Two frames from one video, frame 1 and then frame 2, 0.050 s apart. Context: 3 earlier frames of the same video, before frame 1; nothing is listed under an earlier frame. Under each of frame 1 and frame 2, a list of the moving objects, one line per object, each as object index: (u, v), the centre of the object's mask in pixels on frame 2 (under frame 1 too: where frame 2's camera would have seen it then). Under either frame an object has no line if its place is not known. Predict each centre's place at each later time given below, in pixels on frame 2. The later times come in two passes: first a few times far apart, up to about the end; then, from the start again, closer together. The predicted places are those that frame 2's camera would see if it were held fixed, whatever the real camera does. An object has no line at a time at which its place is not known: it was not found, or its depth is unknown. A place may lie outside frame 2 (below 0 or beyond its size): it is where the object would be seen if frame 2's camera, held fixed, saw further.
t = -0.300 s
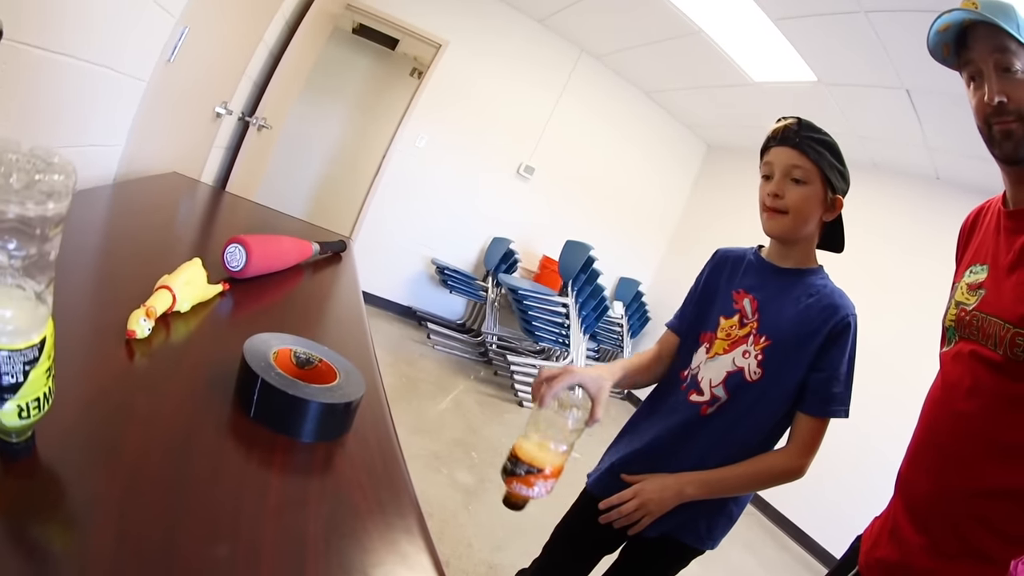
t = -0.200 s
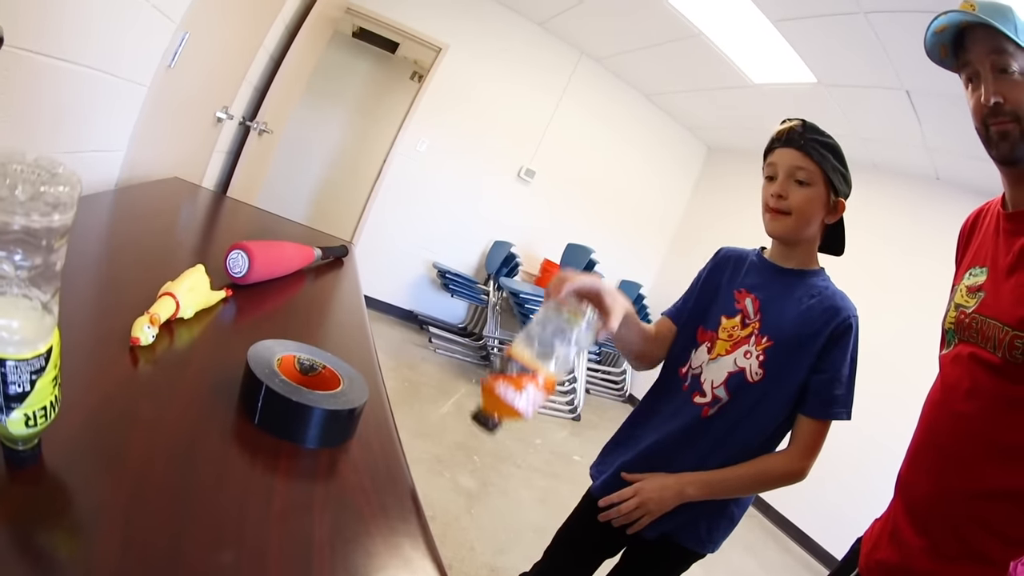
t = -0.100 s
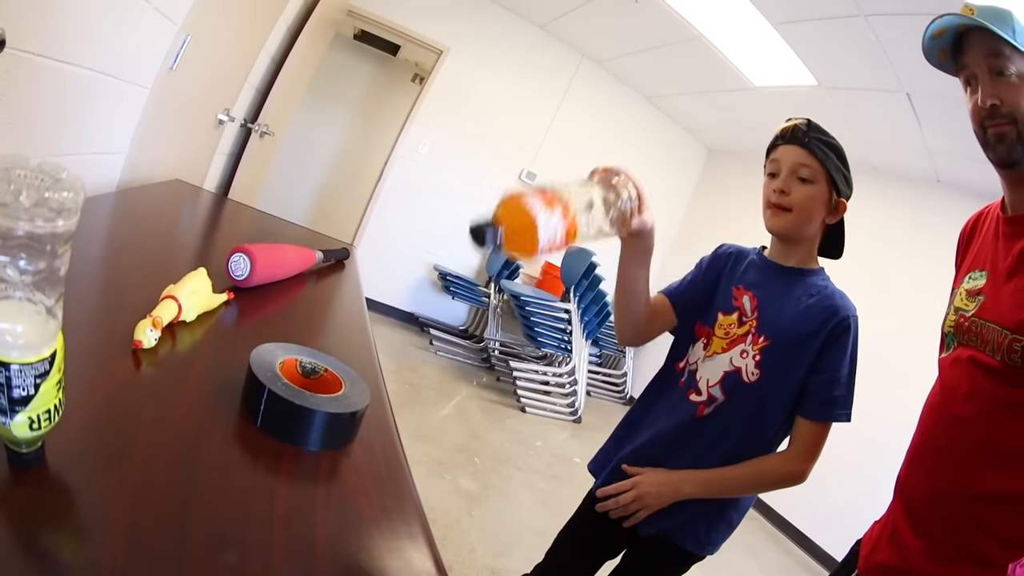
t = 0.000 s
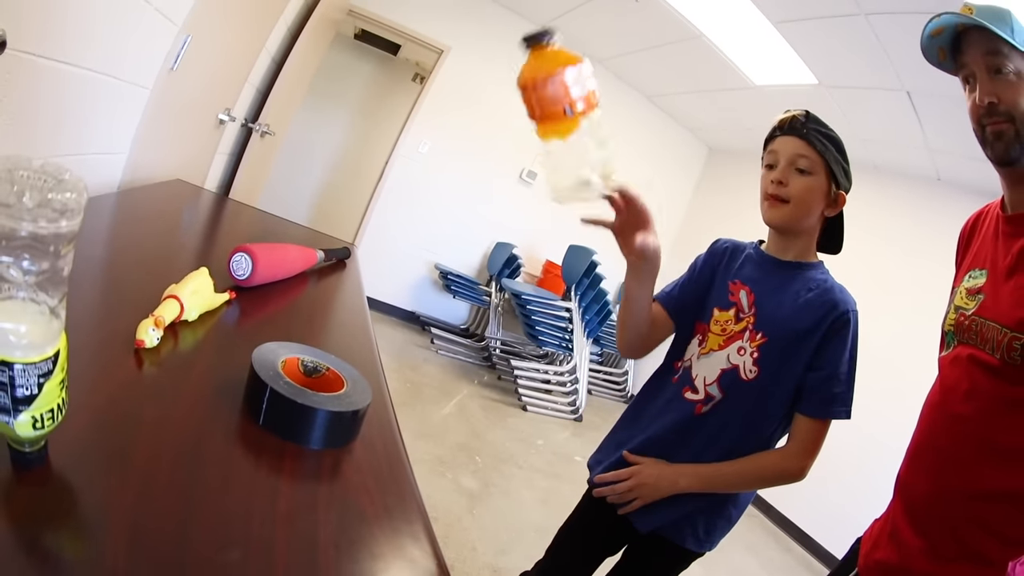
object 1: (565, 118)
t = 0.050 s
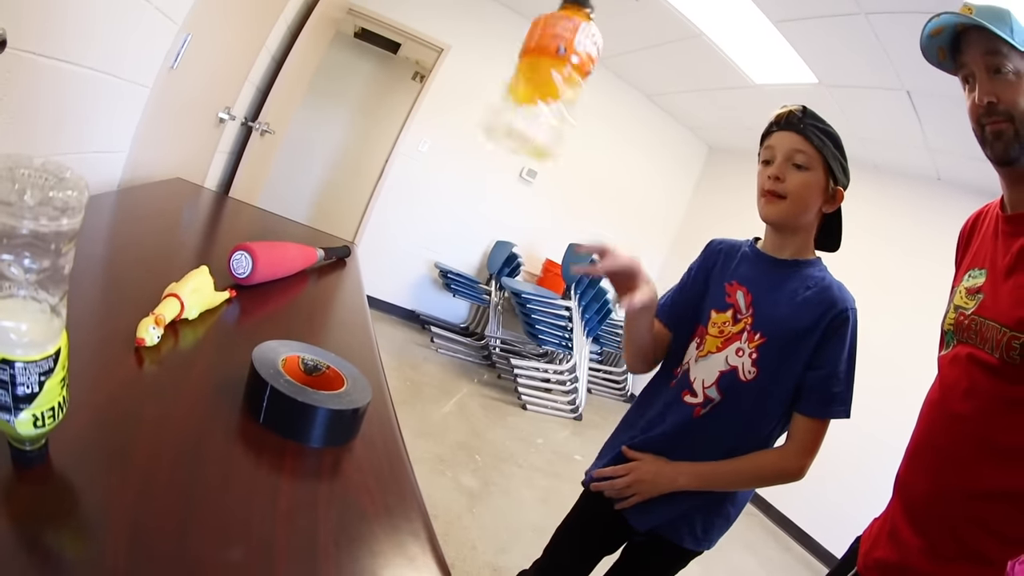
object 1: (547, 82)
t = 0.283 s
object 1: (422, 103)
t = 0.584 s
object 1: (218, 279)
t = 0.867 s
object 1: (154, 269)
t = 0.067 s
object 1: (539, 67)
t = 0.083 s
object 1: (530, 54)
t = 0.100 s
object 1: (524, 43)
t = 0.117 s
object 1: (516, 34)
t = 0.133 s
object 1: (514, 31)
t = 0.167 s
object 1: (508, 31)
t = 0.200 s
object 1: (492, 38)
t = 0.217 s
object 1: (481, 45)
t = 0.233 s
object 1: (468, 54)
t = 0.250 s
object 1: (454, 66)
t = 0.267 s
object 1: (439, 82)
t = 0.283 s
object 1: (422, 103)
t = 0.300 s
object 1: (405, 126)
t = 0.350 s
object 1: (347, 222)
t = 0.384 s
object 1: (307, 286)
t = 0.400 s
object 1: (284, 301)
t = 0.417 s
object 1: (274, 313)
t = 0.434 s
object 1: (271, 318)
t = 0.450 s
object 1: (266, 317)
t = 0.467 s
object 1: (261, 312)
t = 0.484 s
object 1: (255, 305)
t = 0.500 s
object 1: (249, 298)
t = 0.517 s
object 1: (243, 294)
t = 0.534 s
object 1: (236, 290)
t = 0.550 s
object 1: (228, 287)
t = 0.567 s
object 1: (223, 282)
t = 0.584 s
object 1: (218, 279)
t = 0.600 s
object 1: (213, 278)
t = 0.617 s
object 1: (208, 278)
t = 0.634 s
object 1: (204, 279)
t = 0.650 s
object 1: (200, 278)
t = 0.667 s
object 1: (194, 276)
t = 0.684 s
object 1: (189, 274)
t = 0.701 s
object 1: (185, 273)
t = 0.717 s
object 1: (181, 272)
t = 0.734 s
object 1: (177, 271)
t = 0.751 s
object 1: (174, 271)
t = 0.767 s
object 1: (170, 270)
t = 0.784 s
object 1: (167, 270)
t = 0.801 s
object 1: (164, 270)
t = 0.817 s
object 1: (161, 269)
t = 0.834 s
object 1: (158, 269)
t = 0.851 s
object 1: (155, 269)
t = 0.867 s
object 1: (154, 269)
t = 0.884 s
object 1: (153, 269)
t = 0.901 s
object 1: (152, 269)
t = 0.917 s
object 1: (151, 269)
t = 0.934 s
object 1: (151, 269)
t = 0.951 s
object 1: (151, 269)
